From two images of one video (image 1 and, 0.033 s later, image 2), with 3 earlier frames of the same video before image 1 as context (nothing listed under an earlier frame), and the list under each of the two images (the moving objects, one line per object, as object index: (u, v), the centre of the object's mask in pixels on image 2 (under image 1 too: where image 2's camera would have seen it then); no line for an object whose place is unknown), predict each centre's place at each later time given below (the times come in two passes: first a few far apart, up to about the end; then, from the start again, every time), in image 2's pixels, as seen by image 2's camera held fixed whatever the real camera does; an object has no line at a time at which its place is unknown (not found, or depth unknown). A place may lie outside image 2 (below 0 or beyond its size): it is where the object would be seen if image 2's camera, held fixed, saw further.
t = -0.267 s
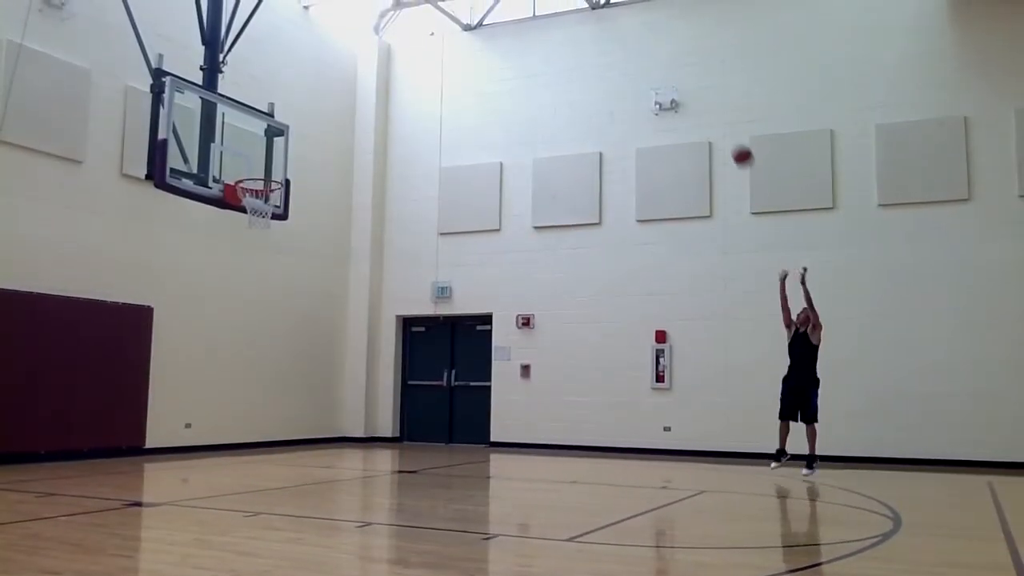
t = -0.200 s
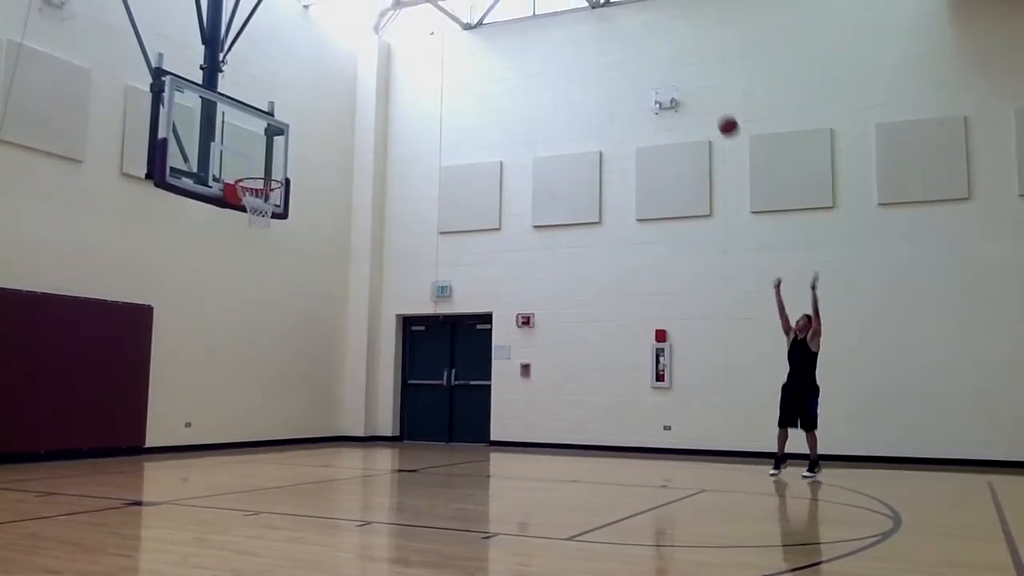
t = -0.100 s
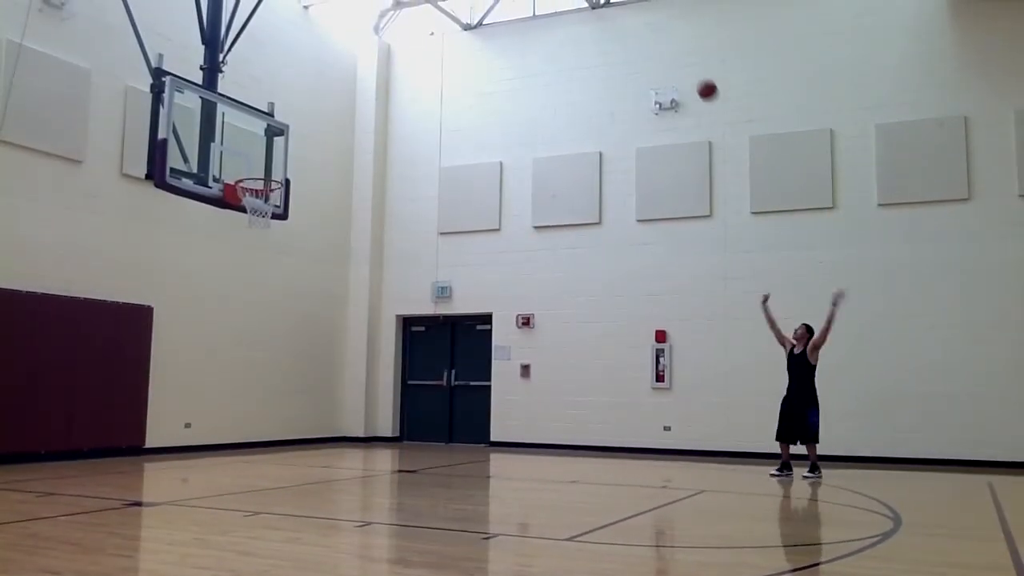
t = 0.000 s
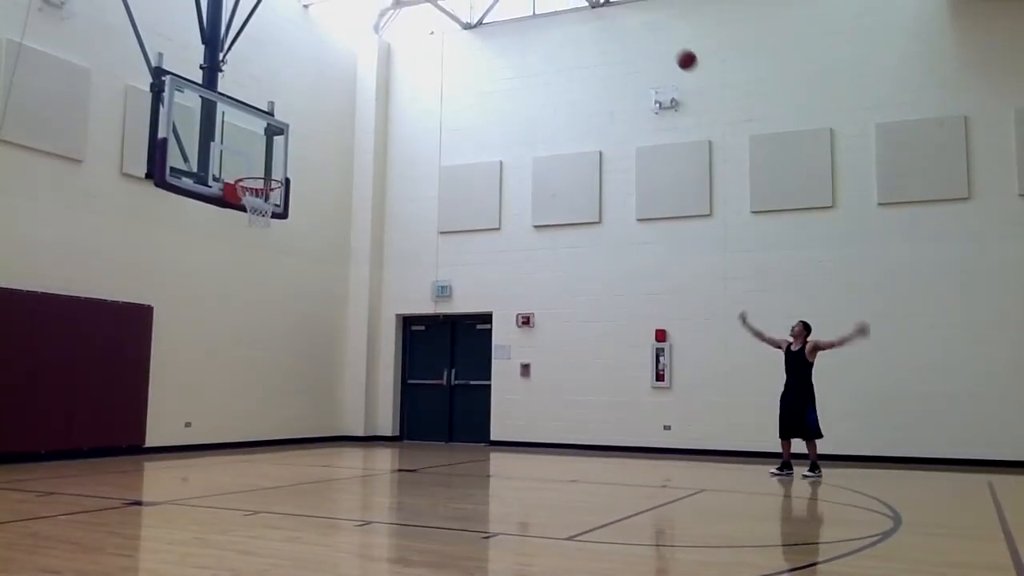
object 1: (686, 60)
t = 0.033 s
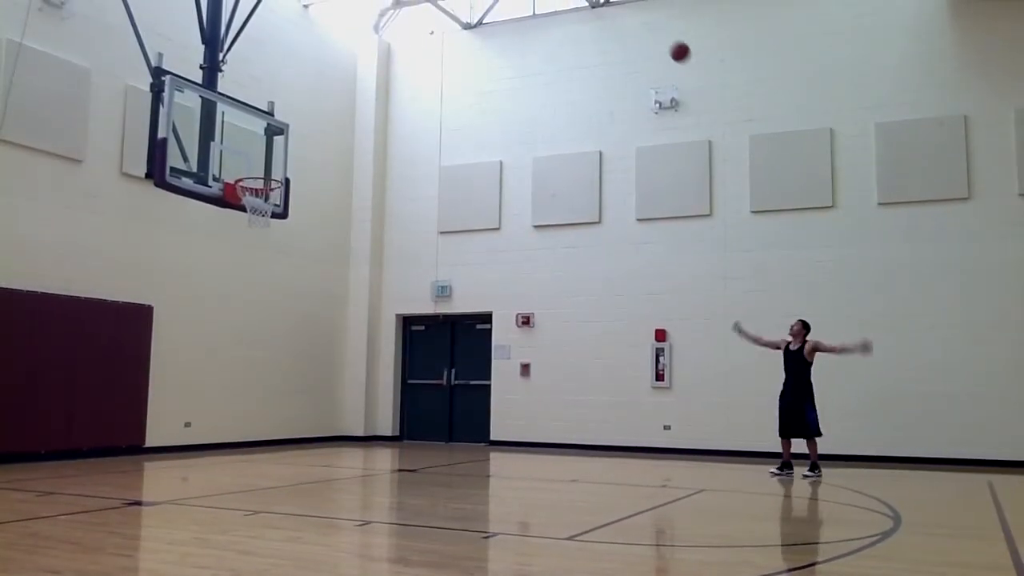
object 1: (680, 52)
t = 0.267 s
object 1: (632, 20)
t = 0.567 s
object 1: (568, 41)
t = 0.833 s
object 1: (507, 127)
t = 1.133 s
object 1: (432, 302)
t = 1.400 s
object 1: (374, 419)
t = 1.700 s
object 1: (359, 268)
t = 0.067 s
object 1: (673, 45)
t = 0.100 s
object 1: (666, 38)
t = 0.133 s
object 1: (659, 33)
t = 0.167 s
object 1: (652, 28)
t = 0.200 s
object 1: (646, 24)
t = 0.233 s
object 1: (639, 22)
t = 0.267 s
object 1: (632, 20)
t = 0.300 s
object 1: (625, 18)
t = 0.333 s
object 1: (618, 18)
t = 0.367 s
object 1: (611, 19)
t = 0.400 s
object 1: (604, 20)
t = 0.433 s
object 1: (596, 23)
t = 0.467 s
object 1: (589, 26)
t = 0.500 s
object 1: (582, 30)
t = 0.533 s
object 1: (575, 35)
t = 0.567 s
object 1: (568, 41)
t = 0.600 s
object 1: (560, 49)
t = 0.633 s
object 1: (553, 57)
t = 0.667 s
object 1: (546, 66)
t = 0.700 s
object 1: (538, 76)
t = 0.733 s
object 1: (531, 87)
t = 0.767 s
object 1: (523, 99)
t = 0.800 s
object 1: (515, 112)
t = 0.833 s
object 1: (507, 127)
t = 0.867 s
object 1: (500, 141)
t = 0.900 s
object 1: (491, 157)
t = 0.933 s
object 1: (483, 175)
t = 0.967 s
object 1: (475, 193)
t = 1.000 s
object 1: (466, 213)
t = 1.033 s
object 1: (458, 233)
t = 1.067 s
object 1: (449, 257)
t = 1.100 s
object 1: (441, 279)
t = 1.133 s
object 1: (432, 302)
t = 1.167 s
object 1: (424, 329)
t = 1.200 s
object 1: (414, 355)
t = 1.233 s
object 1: (405, 384)
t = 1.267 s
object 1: (394, 416)
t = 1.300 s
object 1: (385, 448)
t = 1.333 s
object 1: (378, 467)
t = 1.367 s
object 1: (376, 444)
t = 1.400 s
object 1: (374, 419)
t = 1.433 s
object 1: (373, 398)
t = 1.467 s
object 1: (371, 378)
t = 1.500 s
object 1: (370, 359)
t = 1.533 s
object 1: (368, 341)
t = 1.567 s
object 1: (366, 325)
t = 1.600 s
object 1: (365, 308)
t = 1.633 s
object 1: (363, 294)
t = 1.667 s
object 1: (361, 280)
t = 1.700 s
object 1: (359, 268)
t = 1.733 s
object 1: (358, 256)
